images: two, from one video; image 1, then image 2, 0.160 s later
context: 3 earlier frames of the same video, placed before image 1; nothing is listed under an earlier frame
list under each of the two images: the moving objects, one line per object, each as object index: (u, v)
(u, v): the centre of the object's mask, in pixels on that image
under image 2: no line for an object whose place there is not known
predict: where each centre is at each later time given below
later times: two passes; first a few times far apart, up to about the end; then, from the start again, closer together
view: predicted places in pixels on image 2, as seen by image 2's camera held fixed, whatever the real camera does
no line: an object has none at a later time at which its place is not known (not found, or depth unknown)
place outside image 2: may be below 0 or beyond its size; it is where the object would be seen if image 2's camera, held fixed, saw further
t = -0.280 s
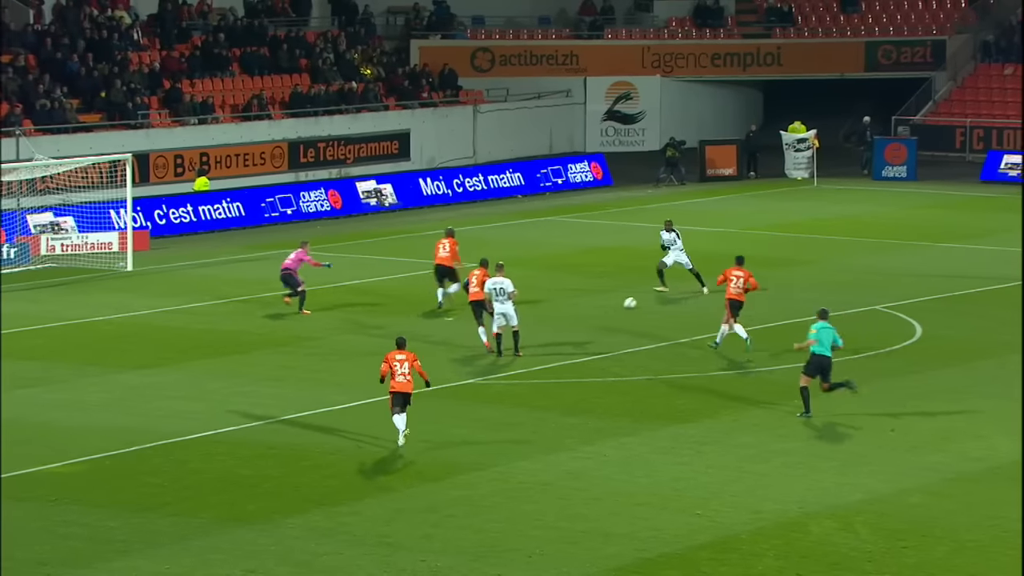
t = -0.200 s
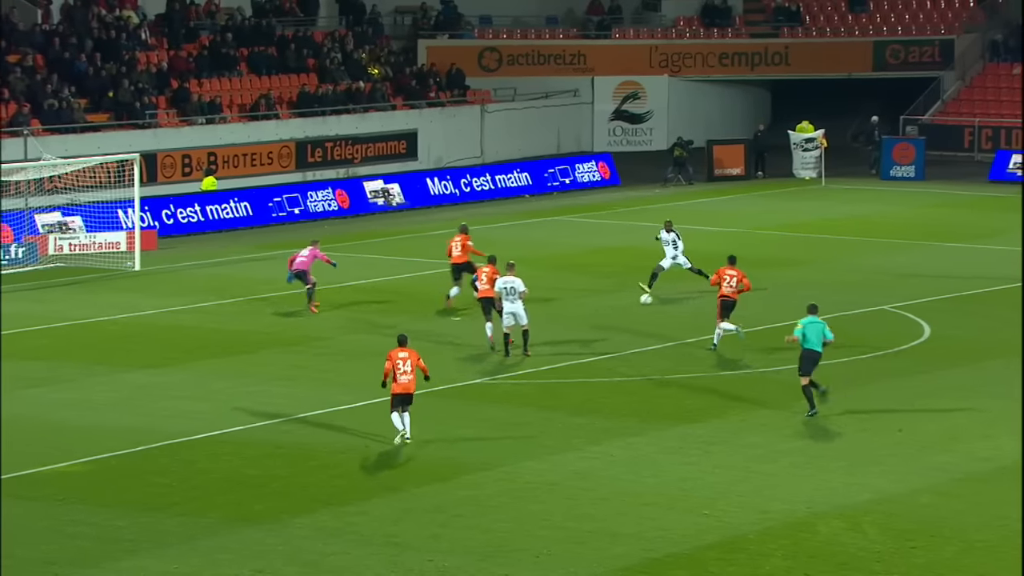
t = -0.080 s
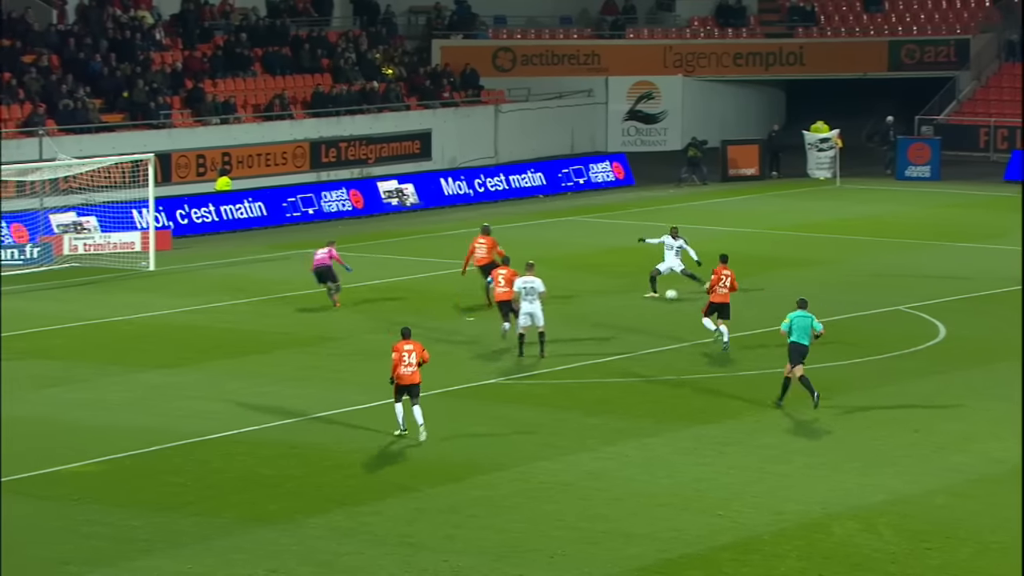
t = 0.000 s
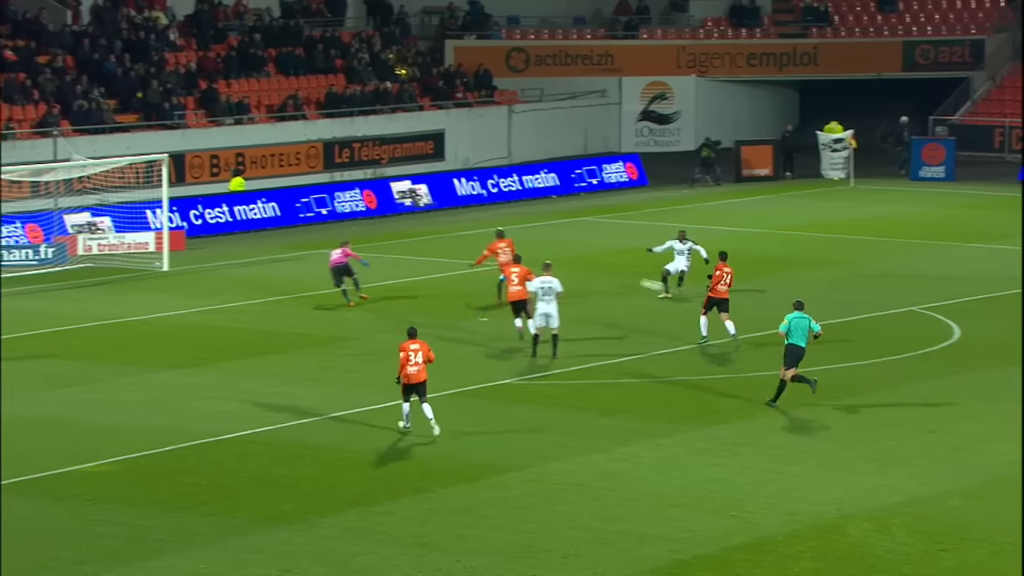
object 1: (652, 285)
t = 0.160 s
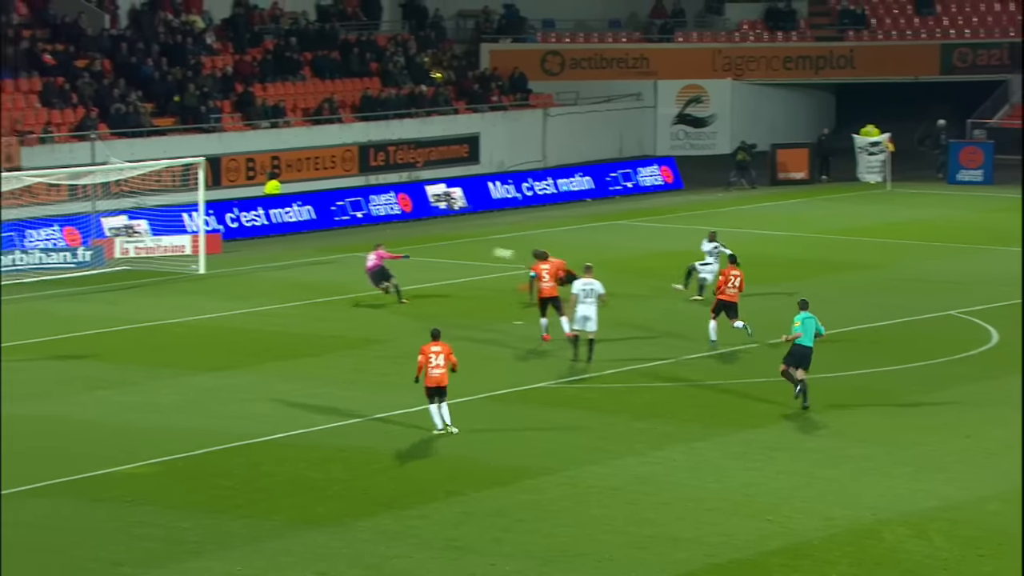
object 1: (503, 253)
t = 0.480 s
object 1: (163, 211)
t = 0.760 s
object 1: (-112, 209)
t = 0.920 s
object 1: (-129, 222)
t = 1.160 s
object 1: (-103, 255)
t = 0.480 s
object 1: (163, 211)
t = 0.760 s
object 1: (-112, 209)
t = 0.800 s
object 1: (-128, 211)
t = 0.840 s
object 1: (-133, 215)
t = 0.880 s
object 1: (-132, 218)
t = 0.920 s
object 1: (-129, 222)
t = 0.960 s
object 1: (-127, 226)
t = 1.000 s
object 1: (-122, 230)
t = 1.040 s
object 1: (-118, 236)
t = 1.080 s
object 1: (-113, 242)
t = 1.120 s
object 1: (-109, 249)
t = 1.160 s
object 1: (-103, 255)
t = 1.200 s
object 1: (-100, 262)
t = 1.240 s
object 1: (-94, 266)
